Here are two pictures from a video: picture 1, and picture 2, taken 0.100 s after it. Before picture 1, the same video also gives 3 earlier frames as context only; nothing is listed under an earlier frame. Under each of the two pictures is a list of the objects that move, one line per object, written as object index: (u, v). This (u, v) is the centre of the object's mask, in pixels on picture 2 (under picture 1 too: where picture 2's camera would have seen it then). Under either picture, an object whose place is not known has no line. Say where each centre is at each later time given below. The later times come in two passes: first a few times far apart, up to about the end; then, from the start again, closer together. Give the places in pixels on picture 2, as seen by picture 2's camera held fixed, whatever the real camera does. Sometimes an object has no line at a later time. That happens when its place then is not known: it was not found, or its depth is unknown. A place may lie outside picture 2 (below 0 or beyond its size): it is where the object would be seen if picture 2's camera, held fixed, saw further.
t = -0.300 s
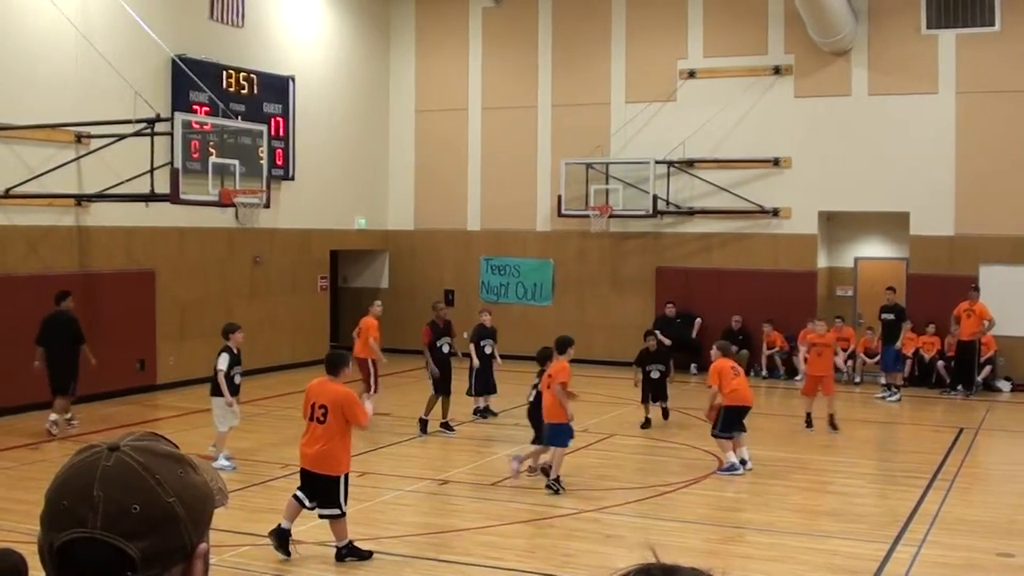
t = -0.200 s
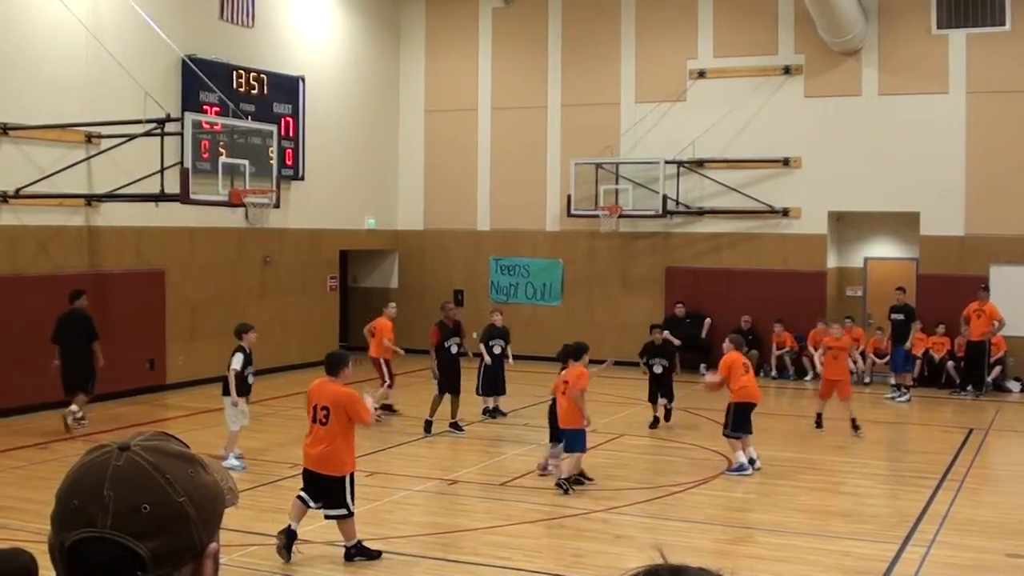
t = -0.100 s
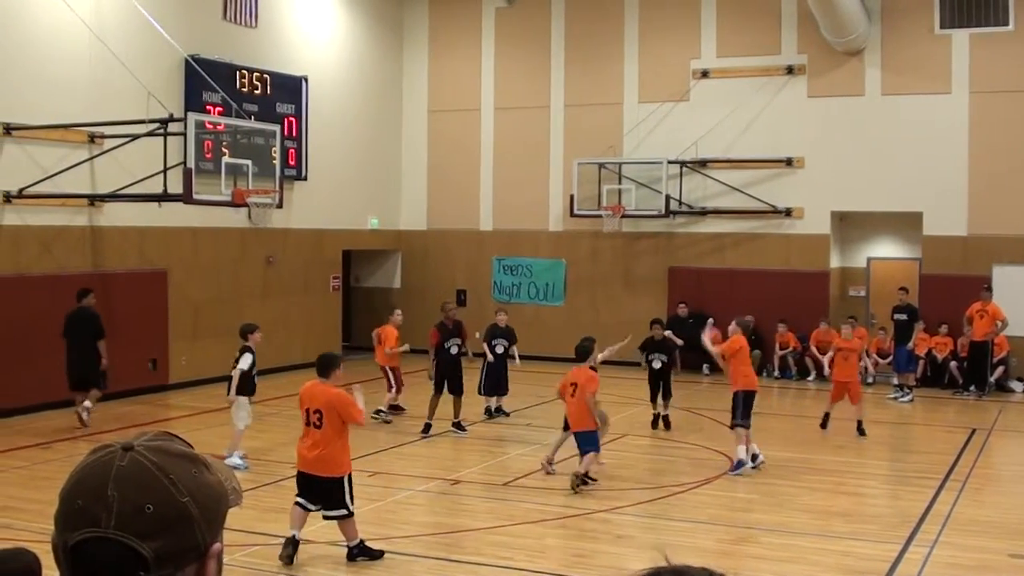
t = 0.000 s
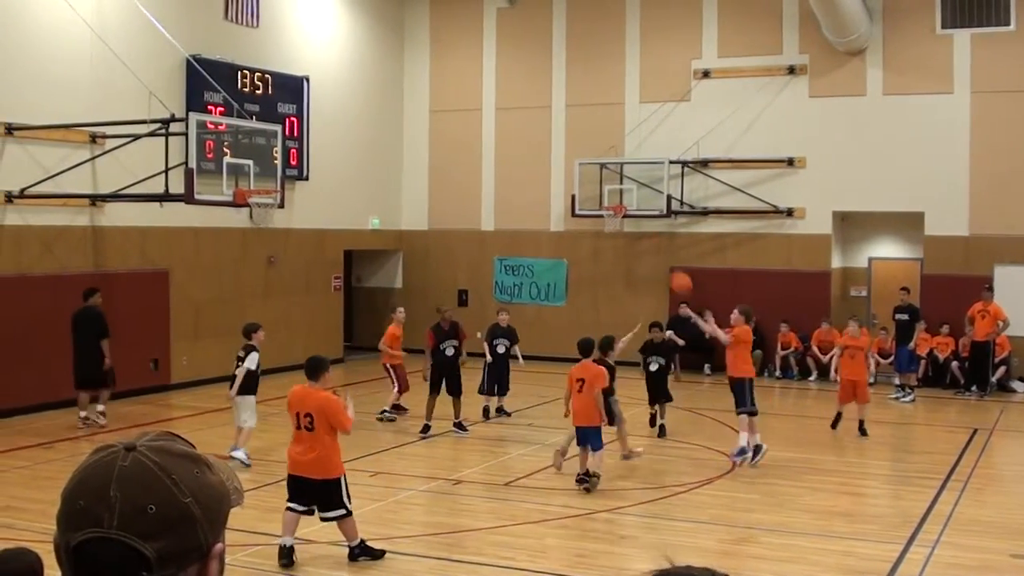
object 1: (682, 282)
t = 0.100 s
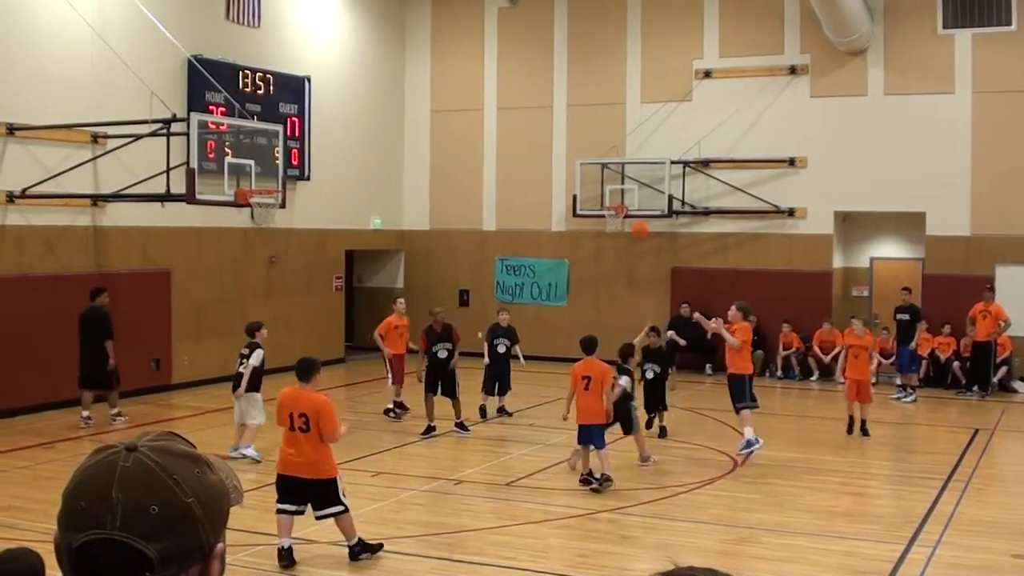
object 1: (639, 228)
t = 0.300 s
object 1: (557, 151)
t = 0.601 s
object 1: (443, 104)
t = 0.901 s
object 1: (338, 130)
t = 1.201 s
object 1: (249, 209)
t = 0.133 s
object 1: (625, 213)
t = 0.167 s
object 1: (612, 199)
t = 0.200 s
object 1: (598, 185)
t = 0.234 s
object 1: (584, 174)
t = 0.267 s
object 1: (571, 162)
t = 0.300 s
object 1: (557, 151)
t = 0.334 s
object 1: (545, 144)
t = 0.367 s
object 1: (531, 135)
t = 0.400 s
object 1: (518, 128)
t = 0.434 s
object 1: (506, 122)
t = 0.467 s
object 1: (493, 116)
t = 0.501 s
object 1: (480, 111)
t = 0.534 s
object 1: (468, 109)
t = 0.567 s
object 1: (455, 105)
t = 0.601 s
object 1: (443, 104)
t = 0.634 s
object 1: (432, 103)
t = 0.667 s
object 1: (419, 103)
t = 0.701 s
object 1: (407, 104)
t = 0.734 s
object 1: (396, 107)
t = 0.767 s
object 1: (384, 110)
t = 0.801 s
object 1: (372, 114)
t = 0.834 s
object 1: (360, 118)
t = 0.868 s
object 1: (349, 124)
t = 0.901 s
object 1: (338, 130)
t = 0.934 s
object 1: (327, 137)
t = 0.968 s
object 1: (316, 145)
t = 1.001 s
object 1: (305, 154)
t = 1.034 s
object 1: (294, 162)
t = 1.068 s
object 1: (283, 173)
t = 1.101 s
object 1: (272, 184)
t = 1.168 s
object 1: (253, 208)
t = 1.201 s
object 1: (249, 209)
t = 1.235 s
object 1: (245, 211)
